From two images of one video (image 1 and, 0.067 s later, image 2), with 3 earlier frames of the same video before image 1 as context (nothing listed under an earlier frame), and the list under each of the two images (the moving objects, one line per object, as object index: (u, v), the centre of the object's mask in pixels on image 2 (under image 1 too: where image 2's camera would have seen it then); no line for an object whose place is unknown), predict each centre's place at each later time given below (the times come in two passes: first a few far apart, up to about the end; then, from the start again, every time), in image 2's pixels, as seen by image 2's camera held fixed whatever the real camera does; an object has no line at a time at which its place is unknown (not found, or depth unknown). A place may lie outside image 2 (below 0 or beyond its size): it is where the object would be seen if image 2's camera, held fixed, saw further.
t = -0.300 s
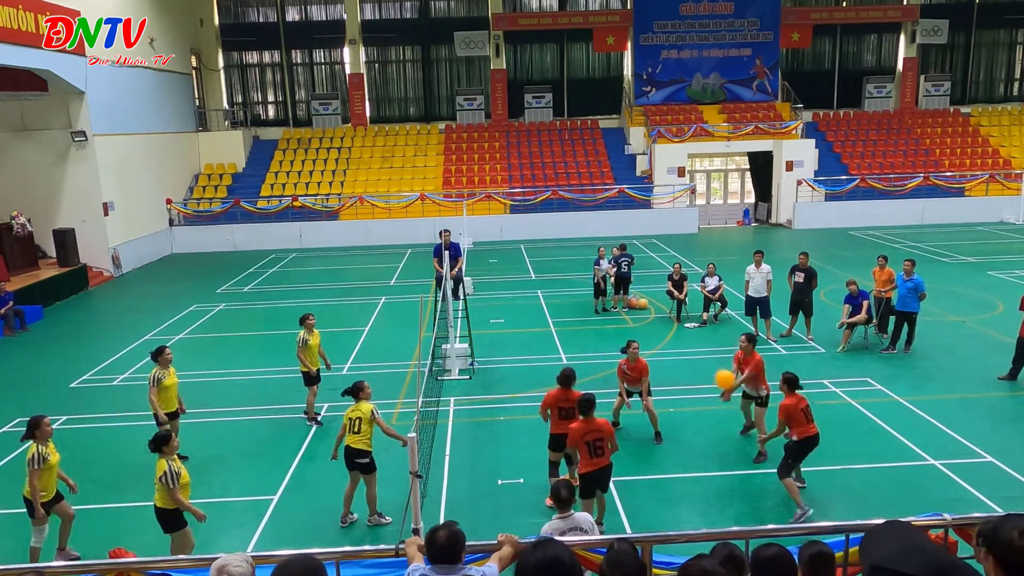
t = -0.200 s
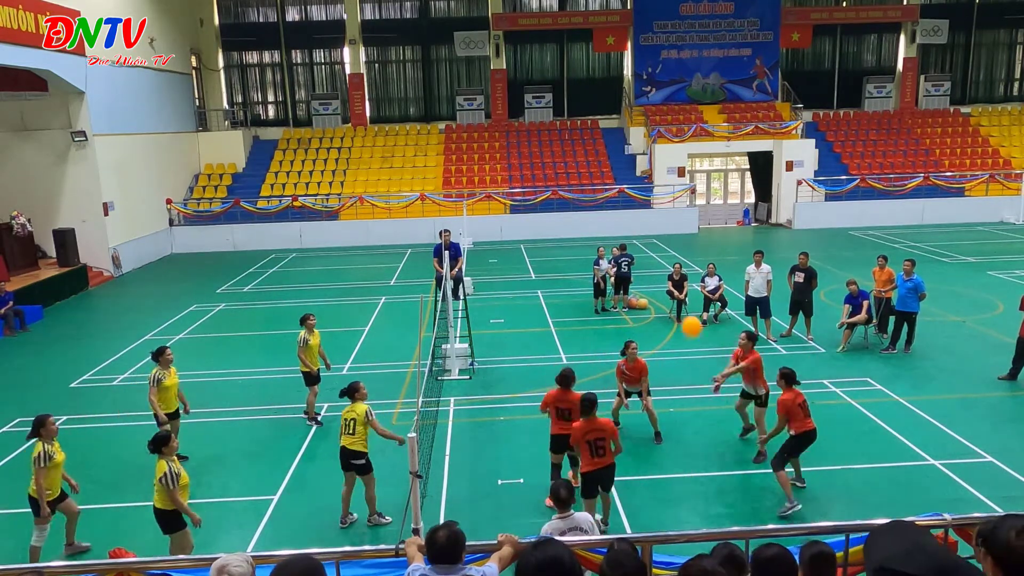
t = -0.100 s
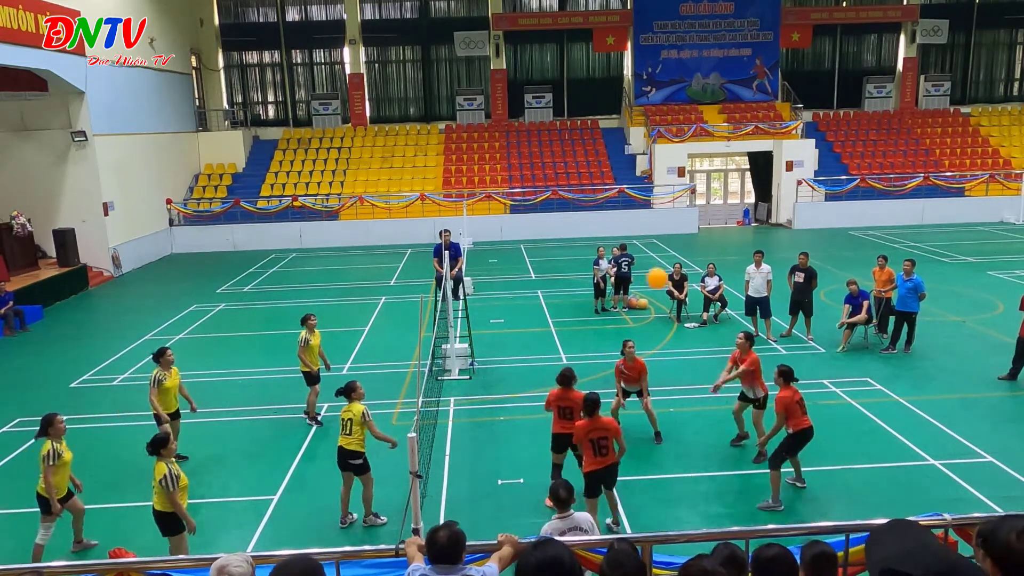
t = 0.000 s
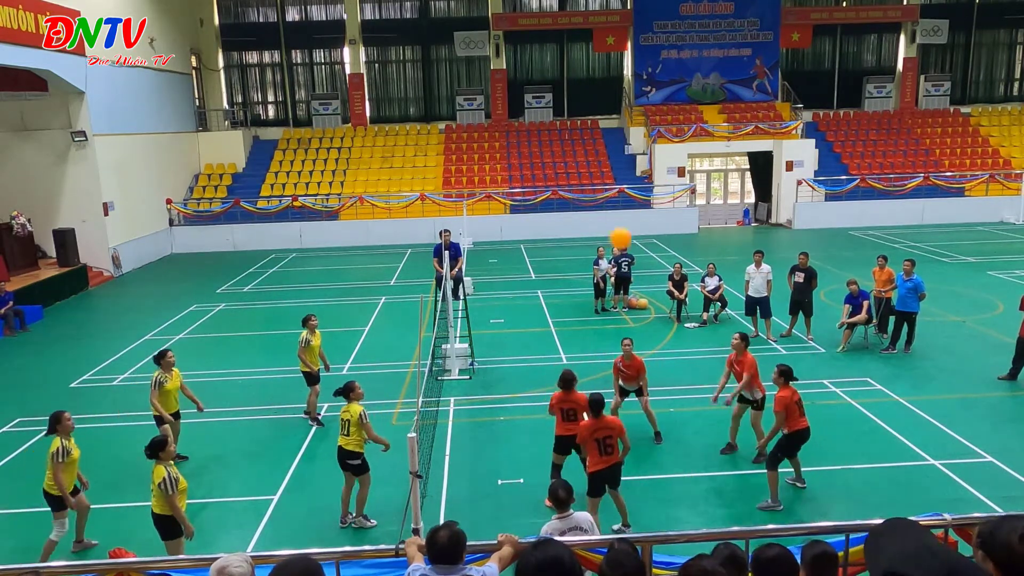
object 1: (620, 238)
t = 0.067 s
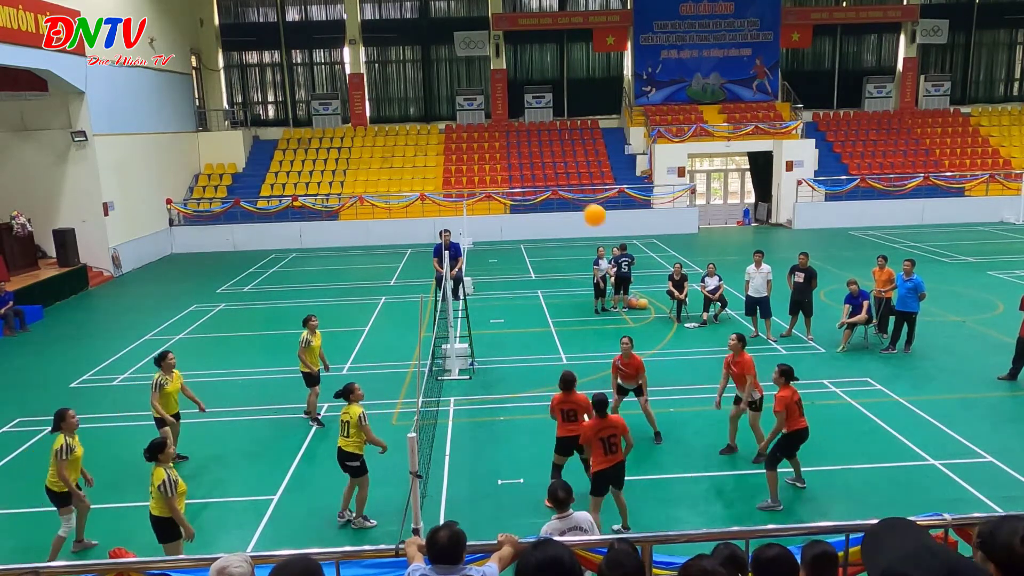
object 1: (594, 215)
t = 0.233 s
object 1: (531, 174)
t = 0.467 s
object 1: (435, 157)
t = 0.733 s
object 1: (322, 210)
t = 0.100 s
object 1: (581, 205)
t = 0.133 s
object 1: (569, 196)
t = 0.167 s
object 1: (556, 187)
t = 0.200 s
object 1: (543, 179)
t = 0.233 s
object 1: (531, 174)
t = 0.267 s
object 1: (517, 168)
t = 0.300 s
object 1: (504, 164)
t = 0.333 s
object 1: (490, 161)
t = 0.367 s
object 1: (477, 158)
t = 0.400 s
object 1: (463, 157)
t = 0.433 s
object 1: (449, 157)
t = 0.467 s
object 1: (435, 157)
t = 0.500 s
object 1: (421, 159)
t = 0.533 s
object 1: (406, 162)
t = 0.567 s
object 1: (393, 168)
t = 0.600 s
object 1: (380, 173)
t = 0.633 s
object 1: (364, 180)
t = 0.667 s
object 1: (351, 189)
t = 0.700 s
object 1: (337, 199)
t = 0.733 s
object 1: (322, 210)
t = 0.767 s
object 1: (310, 222)
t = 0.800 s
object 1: (295, 236)
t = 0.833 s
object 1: (282, 250)
